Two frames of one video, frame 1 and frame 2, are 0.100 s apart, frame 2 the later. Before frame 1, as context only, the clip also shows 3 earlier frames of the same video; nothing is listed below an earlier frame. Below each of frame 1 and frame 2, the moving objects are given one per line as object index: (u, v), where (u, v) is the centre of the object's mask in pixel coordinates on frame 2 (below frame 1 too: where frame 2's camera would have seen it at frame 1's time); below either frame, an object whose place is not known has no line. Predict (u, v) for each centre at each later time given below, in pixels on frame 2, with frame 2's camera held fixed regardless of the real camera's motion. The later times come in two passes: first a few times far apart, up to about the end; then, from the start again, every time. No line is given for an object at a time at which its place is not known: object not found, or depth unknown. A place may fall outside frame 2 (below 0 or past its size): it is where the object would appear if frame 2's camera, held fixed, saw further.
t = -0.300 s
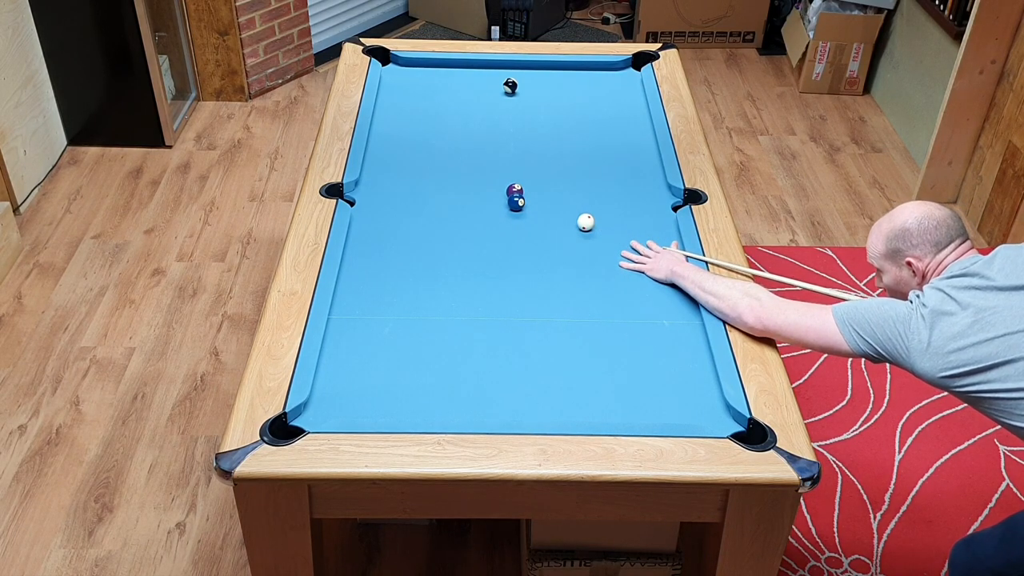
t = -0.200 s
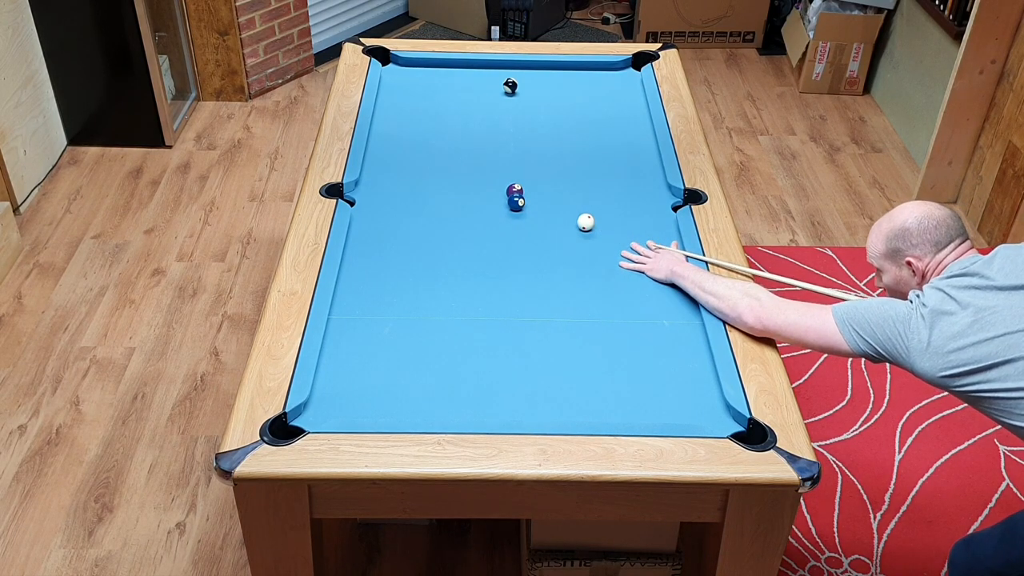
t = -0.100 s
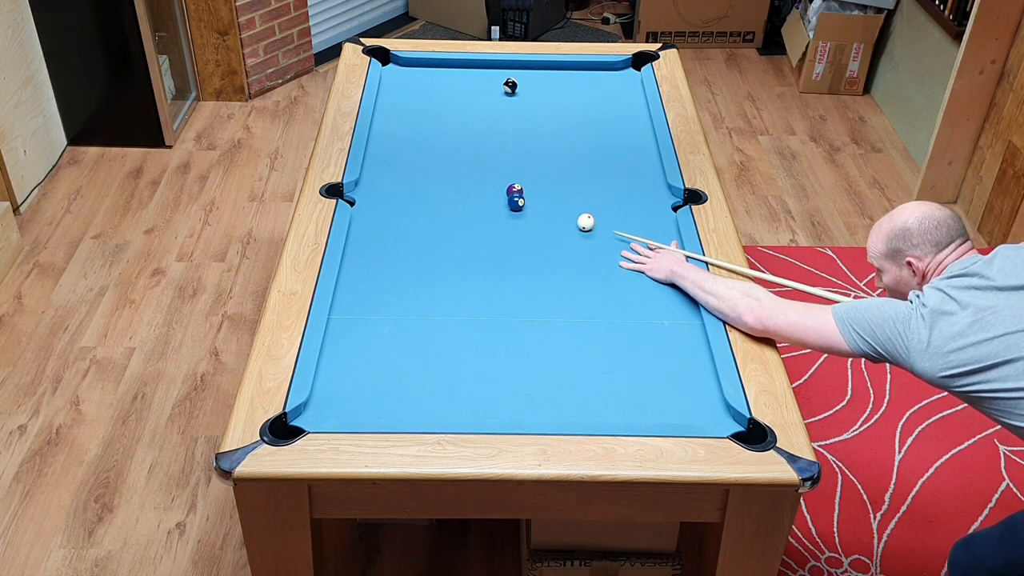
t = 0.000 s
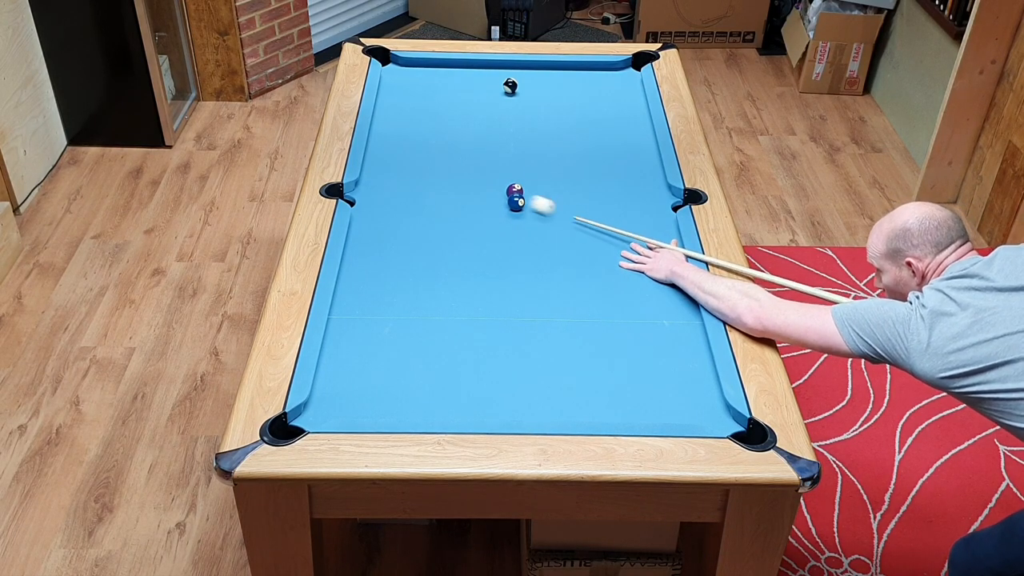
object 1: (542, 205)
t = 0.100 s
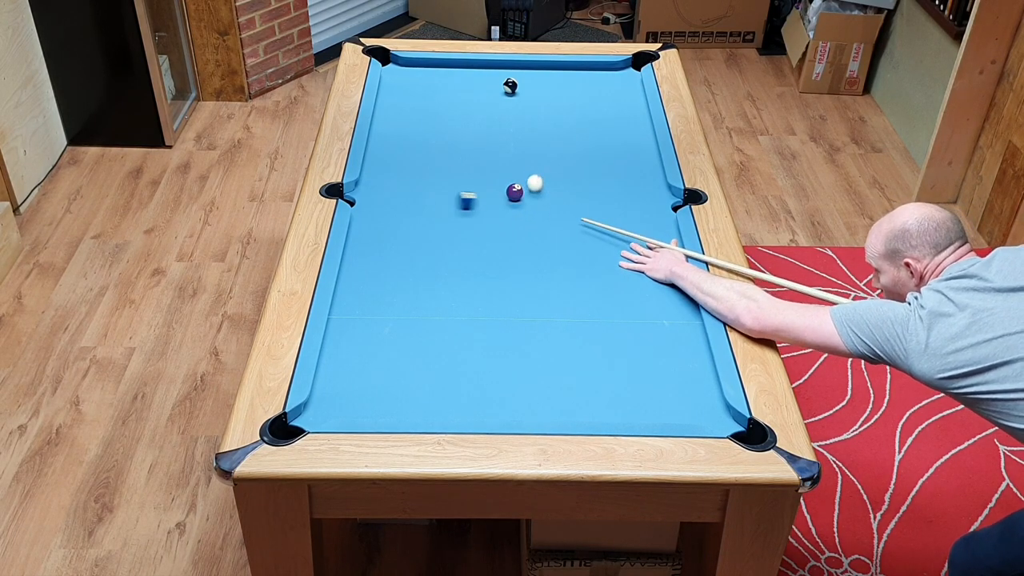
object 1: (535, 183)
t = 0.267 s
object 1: (538, 157)
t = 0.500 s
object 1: (543, 126)
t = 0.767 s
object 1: (547, 95)
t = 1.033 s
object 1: (551, 67)
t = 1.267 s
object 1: (569, 81)
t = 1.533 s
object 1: (590, 100)
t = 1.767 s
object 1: (608, 115)
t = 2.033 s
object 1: (628, 133)
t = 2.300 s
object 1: (649, 151)
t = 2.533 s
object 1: (649, 164)
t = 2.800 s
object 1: (644, 178)
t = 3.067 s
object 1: (639, 192)
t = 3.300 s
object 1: (635, 203)
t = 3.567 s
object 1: (631, 215)
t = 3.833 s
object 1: (627, 226)
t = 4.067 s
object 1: (624, 234)
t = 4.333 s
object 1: (621, 242)
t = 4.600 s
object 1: (618, 249)
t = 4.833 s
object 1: (617, 254)
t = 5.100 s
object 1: (615, 258)
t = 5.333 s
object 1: (615, 260)
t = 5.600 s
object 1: (614, 261)
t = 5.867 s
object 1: (614, 261)
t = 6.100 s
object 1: (614, 261)
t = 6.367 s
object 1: (614, 261)
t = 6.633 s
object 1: (614, 261)
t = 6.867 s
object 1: (614, 261)
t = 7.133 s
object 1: (614, 261)
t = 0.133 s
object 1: (535, 177)
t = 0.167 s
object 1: (536, 172)
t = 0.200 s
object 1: (537, 167)
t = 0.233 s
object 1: (538, 162)
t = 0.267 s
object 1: (538, 157)
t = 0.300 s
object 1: (539, 152)
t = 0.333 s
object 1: (540, 148)
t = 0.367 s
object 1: (540, 143)
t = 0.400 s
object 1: (541, 139)
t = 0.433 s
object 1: (542, 134)
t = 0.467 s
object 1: (542, 130)
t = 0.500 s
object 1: (543, 126)
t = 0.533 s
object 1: (544, 122)
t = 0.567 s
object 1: (544, 118)
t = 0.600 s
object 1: (545, 114)
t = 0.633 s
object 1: (545, 110)
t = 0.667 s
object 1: (546, 106)
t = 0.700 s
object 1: (546, 102)
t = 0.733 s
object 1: (547, 98)
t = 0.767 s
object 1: (547, 95)
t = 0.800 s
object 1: (548, 91)
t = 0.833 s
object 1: (548, 87)
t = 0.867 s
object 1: (549, 84)
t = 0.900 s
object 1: (549, 81)
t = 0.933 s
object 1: (550, 77)
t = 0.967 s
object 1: (550, 74)
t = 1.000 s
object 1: (551, 70)
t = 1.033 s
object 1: (551, 67)
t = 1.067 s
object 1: (553, 67)
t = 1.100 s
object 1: (556, 70)
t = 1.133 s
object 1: (558, 72)
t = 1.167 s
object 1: (561, 74)
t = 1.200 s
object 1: (564, 77)
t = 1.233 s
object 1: (566, 79)
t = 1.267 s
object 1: (569, 81)
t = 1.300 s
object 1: (572, 84)
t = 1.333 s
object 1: (574, 86)
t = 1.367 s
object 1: (577, 88)
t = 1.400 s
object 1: (579, 91)
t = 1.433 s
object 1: (582, 93)
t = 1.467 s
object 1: (585, 95)
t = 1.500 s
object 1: (587, 97)
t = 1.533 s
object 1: (590, 100)
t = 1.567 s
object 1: (593, 102)
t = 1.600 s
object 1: (595, 104)
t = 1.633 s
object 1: (597, 106)
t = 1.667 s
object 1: (600, 109)
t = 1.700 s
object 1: (603, 111)
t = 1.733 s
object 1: (605, 113)
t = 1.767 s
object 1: (608, 115)
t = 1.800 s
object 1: (611, 118)
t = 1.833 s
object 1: (613, 120)
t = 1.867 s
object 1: (616, 122)
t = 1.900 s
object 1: (618, 124)
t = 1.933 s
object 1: (621, 127)
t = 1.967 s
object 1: (623, 129)
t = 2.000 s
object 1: (626, 131)
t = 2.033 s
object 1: (628, 133)
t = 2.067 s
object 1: (631, 136)
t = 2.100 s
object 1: (634, 138)
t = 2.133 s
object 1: (636, 140)
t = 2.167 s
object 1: (638, 142)
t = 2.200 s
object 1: (641, 144)
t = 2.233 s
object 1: (644, 146)
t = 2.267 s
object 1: (646, 149)
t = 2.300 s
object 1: (649, 151)
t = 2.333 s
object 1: (651, 153)
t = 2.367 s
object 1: (652, 155)
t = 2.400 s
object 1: (651, 157)
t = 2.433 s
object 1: (651, 159)
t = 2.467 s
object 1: (650, 161)
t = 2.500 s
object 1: (649, 162)
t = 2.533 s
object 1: (649, 164)
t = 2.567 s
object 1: (648, 166)
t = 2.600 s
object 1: (648, 168)
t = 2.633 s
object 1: (647, 170)
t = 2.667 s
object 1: (646, 171)
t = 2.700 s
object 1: (645, 173)
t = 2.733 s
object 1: (645, 175)
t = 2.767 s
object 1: (644, 177)
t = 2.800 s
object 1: (644, 178)
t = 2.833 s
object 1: (643, 180)
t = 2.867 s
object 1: (643, 182)
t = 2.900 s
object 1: (642, 183)
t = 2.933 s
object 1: (641, 185)
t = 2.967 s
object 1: (641, 187)
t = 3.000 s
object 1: (640, 189)
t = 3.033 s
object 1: (640, 190)
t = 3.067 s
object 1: (639, 192)
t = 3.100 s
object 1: (639, 193)
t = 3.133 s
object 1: (638, 195)
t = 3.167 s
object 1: (638, 197)
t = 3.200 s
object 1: (637, 198)
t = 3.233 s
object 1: (637, 200)
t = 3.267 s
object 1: (636, 202)
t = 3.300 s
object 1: (635, 203)
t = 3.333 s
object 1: (635, 205)
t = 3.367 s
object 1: (634, 206)
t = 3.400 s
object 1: (634, 208)
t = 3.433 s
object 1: (633, 209)
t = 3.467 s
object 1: (632, 211)
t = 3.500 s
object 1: (632, 212)
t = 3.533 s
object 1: (632, 214)
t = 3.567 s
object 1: (631, 215)
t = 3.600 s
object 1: (631, 216)
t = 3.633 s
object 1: (630, 218)
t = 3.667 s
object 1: (629, 219)
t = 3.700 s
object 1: (629, 220)
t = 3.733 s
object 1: (628, 222)
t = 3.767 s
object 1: (628, 223)
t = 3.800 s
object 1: (628, 224)
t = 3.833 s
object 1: (627, 226)
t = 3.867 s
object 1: (627, 227)
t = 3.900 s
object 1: (626, 228)
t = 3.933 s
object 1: (626, 229)
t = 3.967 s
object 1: (625, 231)
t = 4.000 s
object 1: (625, 232)
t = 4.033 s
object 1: (625, 233)
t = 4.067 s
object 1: (624, 234)
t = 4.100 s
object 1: (624, 235)
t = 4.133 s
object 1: (624, 236)
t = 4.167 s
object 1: (623, 237)
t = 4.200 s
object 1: (623, 238)
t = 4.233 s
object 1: (622, 239)
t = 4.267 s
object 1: (622, 240)
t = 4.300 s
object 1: (621, 241)
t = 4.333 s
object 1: (621, 242)
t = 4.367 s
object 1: (621, 243)
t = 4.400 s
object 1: (621, 244)
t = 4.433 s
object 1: (620, 245)
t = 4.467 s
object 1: (620, 246)
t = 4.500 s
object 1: (619, 247)
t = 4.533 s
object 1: (619, 248)
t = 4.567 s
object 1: (619, 249)
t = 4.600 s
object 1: (618, 249)
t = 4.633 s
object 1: (618, 250)
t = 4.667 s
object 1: (618, 251)
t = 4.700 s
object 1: (618, 251)
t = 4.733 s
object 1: (617, 252)
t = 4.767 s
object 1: (617, 253)
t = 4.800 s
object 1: (617, 253)
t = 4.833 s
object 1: (617, 254)
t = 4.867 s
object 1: (617, 255)
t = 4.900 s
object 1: (616, 255)
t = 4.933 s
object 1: (616, 256)
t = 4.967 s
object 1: (616, 256)
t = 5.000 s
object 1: (616, 257)
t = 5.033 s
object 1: (616, 257)
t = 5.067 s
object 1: (615, 258)
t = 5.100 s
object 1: (615, 258)
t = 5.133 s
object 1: (615, 258)
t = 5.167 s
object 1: (615, 259)
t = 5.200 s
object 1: (615, 259)
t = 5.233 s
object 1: (615, 259)
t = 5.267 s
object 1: (615, 260)
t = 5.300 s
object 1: (615, 260)
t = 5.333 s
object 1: (615, 260)
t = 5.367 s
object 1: (614, 260)
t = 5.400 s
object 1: (614, 260)
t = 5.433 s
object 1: (614, 261)
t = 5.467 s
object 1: (614, 261)
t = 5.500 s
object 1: (614, 261)
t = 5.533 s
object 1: (614, 261)
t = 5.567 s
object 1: (614, 261)
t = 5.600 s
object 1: (614, 261)
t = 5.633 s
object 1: (614, 261)
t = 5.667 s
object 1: (614, 261)
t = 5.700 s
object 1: (614, 261)
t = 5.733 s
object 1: (614, 261)
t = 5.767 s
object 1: (614, 261)
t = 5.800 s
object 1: (614, 261)
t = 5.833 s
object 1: (614, 261)
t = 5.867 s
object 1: (614, 261)
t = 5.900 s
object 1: (614, 261)
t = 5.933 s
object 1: (614, 261)
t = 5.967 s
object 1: (614, 261)
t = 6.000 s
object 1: (614, 261)
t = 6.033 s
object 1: (614, 261)
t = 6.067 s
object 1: (614, 261)
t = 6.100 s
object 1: (614, 261)
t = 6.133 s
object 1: (614, 261)
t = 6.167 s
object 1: (614, 261)
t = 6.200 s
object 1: (614, 261)
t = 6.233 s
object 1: (614, 261)
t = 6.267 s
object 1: (614, 261)
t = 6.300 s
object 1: (614, 261)
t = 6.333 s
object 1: (614, 261)
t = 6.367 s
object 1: (614, 261)
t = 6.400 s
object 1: (614, 261)
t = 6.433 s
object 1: (614, 261)
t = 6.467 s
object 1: (614, 261)
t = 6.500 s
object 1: (614, 261)
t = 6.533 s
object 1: (614, 261)
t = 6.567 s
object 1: (614, 261)
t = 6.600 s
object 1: (614, 261)
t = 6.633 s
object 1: (614, 261)
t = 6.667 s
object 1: (614, 261)
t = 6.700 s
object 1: (614, 261)
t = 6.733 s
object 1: (614, 261)
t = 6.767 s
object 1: (614, 261)
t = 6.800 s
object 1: (614, 261)
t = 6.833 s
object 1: (614, 261)
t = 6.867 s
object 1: (614, 261)
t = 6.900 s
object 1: (614, 261)
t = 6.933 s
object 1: (614, 261)
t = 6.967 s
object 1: (614, 261)
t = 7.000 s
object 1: (614, 261)
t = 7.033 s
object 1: (614, 261)
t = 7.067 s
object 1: (614, 261)
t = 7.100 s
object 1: (614, 261)
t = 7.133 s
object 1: (614, 261)
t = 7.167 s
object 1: (614, 261)
